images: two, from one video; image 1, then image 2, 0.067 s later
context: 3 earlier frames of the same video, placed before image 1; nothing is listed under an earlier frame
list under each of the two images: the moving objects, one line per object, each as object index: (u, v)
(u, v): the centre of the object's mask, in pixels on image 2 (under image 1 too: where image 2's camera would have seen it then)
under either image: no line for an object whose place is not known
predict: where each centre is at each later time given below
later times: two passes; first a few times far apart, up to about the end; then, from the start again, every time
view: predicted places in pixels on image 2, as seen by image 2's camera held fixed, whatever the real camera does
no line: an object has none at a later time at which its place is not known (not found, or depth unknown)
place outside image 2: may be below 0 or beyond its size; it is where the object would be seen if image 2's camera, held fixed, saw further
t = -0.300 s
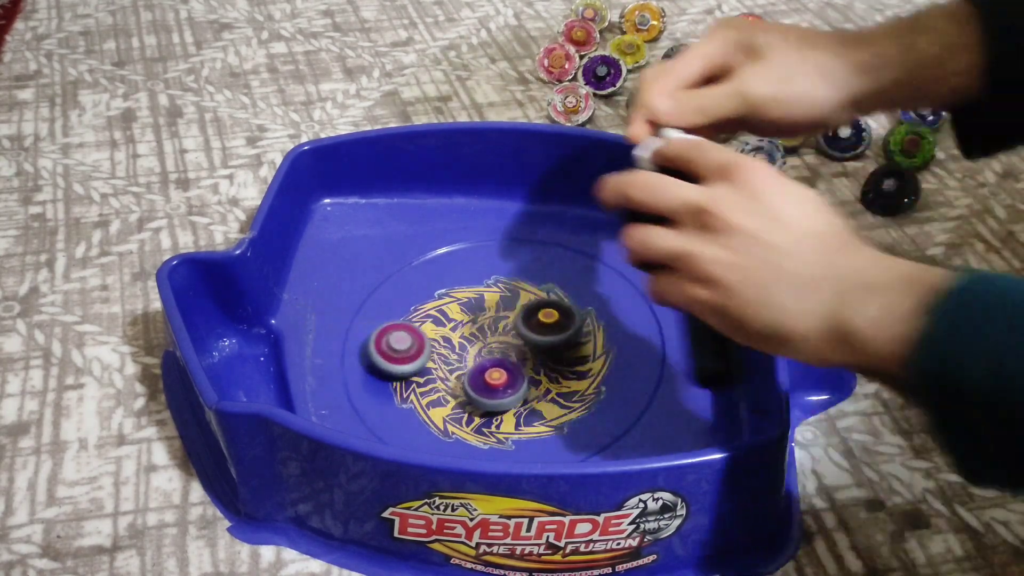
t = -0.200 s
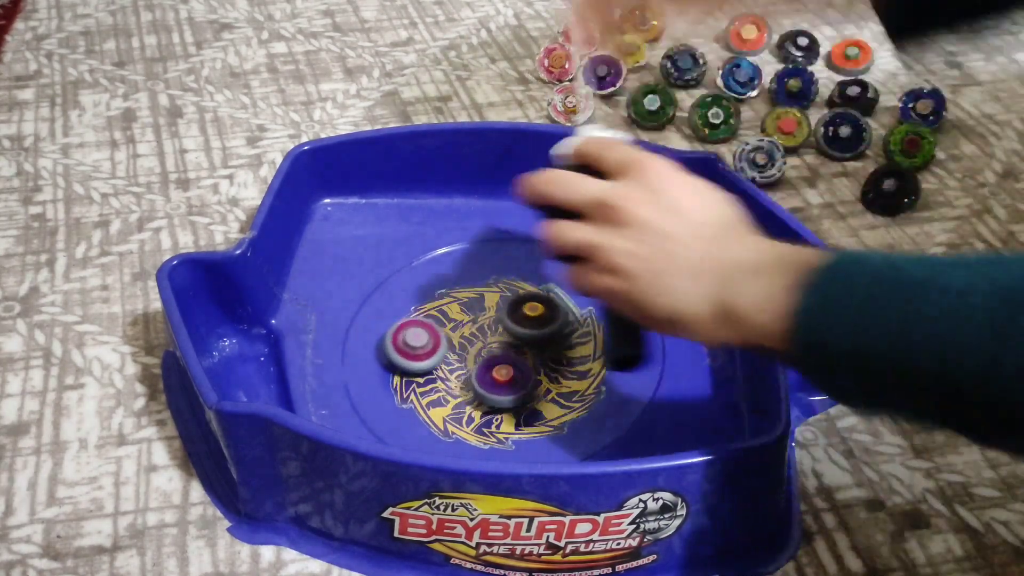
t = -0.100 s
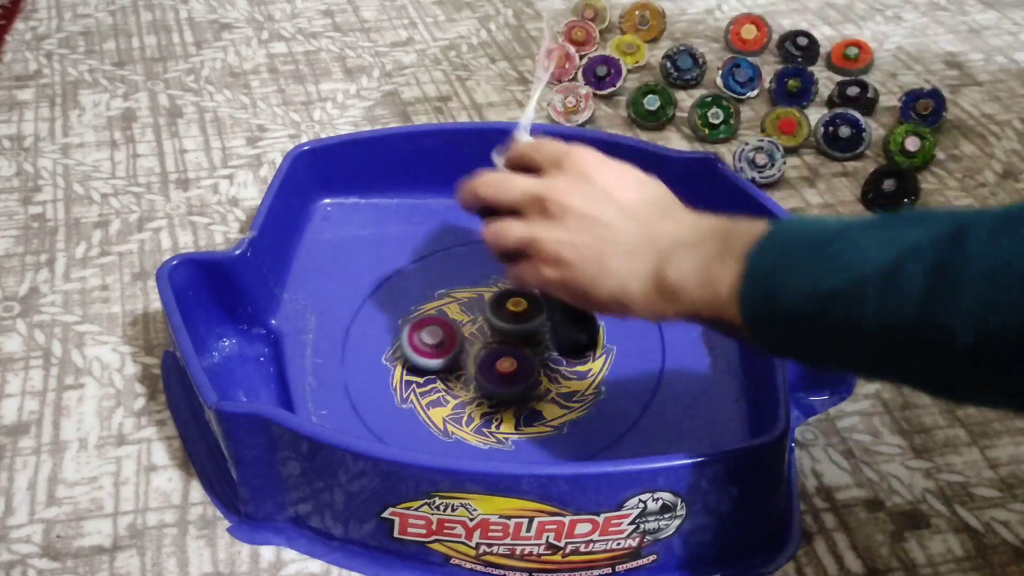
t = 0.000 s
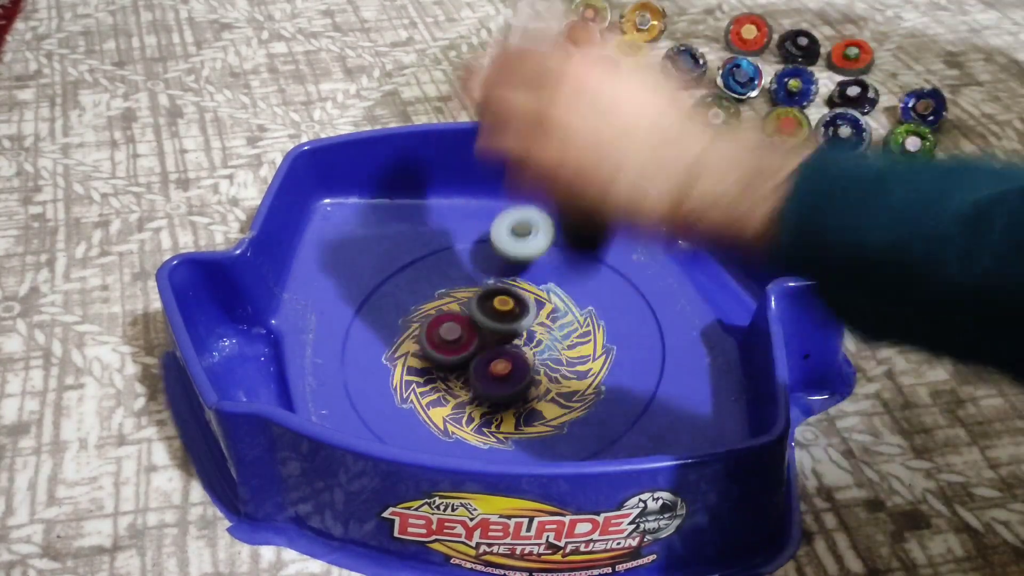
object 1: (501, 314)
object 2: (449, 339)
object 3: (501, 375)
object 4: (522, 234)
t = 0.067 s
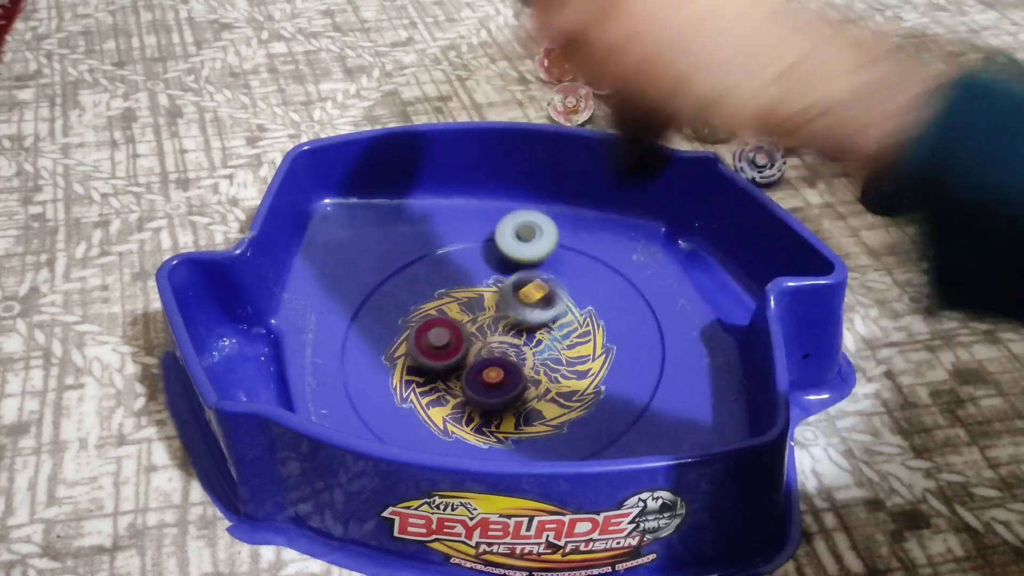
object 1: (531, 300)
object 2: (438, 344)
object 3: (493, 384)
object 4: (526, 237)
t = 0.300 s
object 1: (572, 268)
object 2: (469, 348)
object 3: (514, 385)
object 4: (477, 261)
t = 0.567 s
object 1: (598, 268)
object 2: (483, 355)
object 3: (559, 370)
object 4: (475, 271)
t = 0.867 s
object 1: (599, 270)
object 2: (476, 376)
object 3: (595, 355)
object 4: (451, 296)
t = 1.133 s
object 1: (596, 257)
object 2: (489, 395)
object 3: (646, 337)
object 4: (356, 326)
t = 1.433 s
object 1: (525, 249)
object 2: (581, 389)
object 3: (591, 336)
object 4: (358, 410)
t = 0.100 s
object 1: (546, 289)
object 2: (437, 345)
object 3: (494, 385)
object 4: (522, 236)
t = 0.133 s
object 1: (560, 284)
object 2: (440, 347)
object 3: (496, 386)
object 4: (515, 239)
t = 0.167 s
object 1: (569, 280)
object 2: (446, 348)
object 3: (499, 387)
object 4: (508, 241)
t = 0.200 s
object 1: (574, 277)
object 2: (453, 350)
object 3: (503, 386)
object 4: (499, 244)
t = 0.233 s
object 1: (575, 273)
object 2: (459, 350)
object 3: (506, 385)
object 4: (488, 249)
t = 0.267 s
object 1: (573, 270)
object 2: (464, 349)
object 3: (511, 385)
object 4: (481, 254)
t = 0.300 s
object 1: (572, 268)
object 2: (469, 348)
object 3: (514, 385)
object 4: (477, 261)
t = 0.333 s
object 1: (571, 268)
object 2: (470, 343)
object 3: (524, 389)
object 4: (477, 270)
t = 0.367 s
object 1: (570, 268)
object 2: (469, 335)
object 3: (536, 395)
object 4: (481, 279)
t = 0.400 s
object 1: (568, 268)
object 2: (468, 341)
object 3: (544, 396)
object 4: (488, 275)
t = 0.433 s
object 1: (567, 269)
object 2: (468, 347)
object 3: (550, 393)
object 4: (495, 271)
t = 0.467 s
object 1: (567, 268)
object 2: (470, 349)
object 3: (554, 388)
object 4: (499, 271)
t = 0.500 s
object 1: (572, 268)
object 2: (475, 351)
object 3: (556, 383)
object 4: (496, 270)
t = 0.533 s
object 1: (587, 269)
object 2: (480, 352)
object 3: (558, 376)
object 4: (484, 270)
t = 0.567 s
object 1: (598, 268)
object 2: (483, 355)
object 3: (559, 370)
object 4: (475, 271)
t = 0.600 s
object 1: (603, 269)
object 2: (488, 357)
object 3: (557, 365)
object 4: (469, 274)
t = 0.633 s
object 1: (603, 272)
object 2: (488, 359)
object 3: (558, 361)
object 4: (466, 281)
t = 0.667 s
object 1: (601, 275)
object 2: (477, 361)
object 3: (569, 355)
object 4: (467, 289)
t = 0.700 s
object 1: (599, 278)
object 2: (473, 362)
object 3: (574, 350)
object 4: (470, 297)
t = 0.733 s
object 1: (596, 281)
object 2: (473, 363)
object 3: (574, 344)
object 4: (475, 303)
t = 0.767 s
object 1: (594, 282)
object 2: (474, 365)
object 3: (571, 337)
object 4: (483, 310)
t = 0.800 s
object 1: (594, 281)
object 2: (475, 369)
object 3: (565, 333)
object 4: (491, 313)
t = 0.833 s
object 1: (597, 275)
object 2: (475, 373)
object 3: (569, 342)
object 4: (483, 308)
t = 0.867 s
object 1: (599, 270)
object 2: (476, 376)
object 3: (595, 355)
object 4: (451, 296)
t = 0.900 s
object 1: (600, 266)
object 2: (478, 379)
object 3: (618, 365)
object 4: (426, 285)
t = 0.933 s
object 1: (602, 263)
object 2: (479, 382)
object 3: (633, 370)
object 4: (405, 277)
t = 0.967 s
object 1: (603, 259)
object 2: (481, 384)
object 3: (643, 370)
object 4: (388, 274)
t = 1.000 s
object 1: (603, 257)
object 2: (482, 387)
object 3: (648, 367)
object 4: (376, 275)
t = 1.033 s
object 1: (602, 256)
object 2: (483, 390)
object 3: (649, 362)
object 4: (368, 284)
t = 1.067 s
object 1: (601, 255)
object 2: (485, 392)
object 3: (650, 354)
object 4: (363, 296)
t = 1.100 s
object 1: (599, 256)
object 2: (487, 394)
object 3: (649, 345)
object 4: (358, 310)
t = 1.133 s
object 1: (596, 257)
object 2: (489, 395)
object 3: (646, 337)
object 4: (356, 326)
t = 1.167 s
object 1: (592, 258)
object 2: (491, 397)
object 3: (643, 329)
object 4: (356, 341)
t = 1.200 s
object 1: (588, 259)
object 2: (493, 398)
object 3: (637, 324)
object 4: (361, 357)
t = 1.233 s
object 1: (584, 261)
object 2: (496, 399)
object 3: (629, 316)
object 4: (370, 371)
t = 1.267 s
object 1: (580, 263)
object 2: (498, 400)
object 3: (621, 311)
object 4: (381, 384)
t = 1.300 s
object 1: (575, 265)
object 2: (500, 401)
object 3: (612, 309)
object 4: (396, 395)
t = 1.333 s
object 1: (560, 257)
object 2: (502, 401)
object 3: (610, 319)
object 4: (413, 404)
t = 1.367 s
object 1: (546, 250)
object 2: (504, 400)
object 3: (605, 330)
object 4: (431, 411)
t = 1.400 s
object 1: (535, 248)
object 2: (543, 394)
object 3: (598, 336)
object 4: (394, 409)
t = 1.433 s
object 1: (525, 249)
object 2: (581, 389)
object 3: (591, 336)
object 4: (358, 410)
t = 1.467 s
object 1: (519, 252)
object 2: (606, 397)
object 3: (592, 321)
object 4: (331, 406)
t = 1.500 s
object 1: (513, 256)
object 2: (622, 401)
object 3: (589, 310)
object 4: (310, 404)
